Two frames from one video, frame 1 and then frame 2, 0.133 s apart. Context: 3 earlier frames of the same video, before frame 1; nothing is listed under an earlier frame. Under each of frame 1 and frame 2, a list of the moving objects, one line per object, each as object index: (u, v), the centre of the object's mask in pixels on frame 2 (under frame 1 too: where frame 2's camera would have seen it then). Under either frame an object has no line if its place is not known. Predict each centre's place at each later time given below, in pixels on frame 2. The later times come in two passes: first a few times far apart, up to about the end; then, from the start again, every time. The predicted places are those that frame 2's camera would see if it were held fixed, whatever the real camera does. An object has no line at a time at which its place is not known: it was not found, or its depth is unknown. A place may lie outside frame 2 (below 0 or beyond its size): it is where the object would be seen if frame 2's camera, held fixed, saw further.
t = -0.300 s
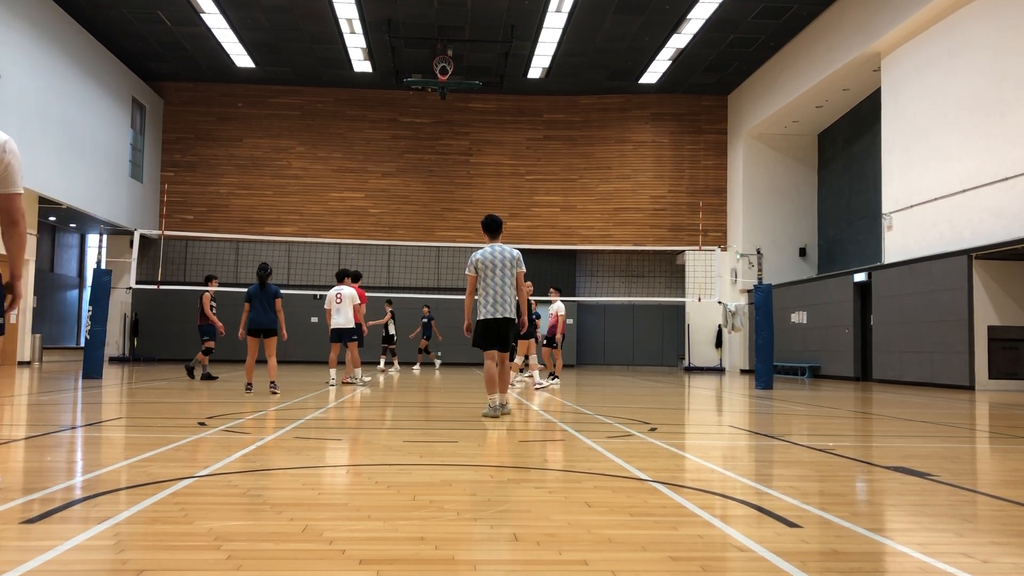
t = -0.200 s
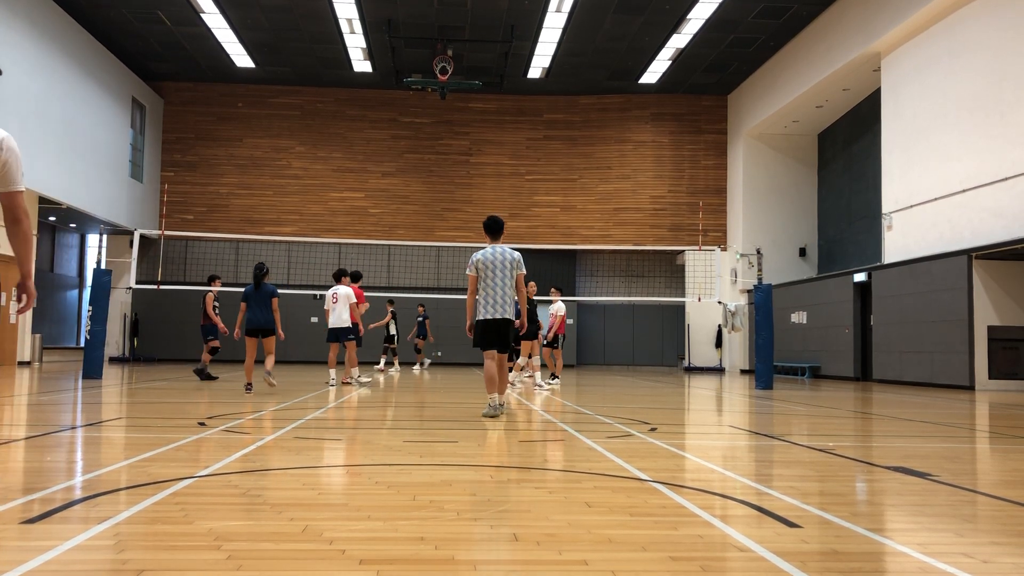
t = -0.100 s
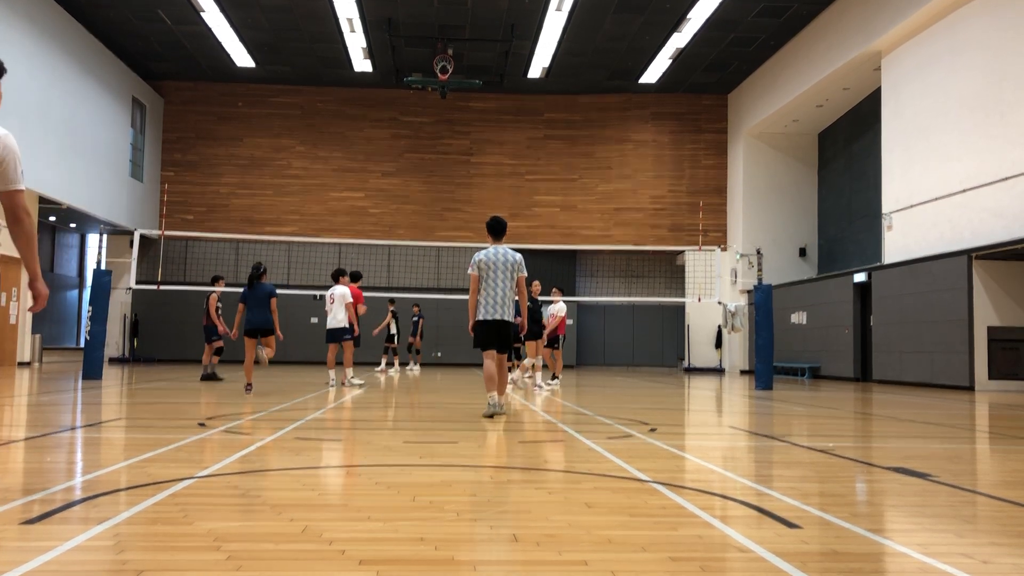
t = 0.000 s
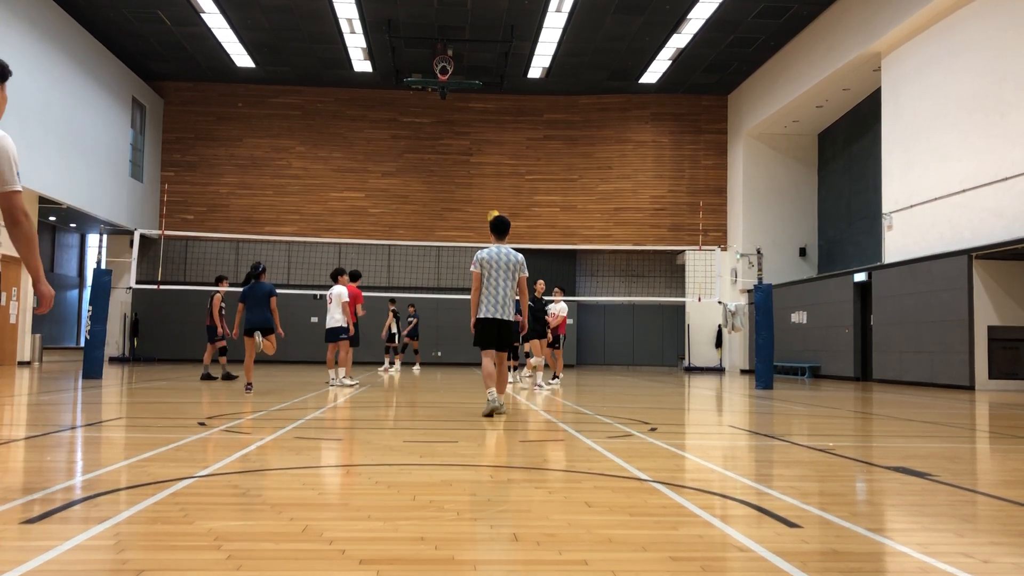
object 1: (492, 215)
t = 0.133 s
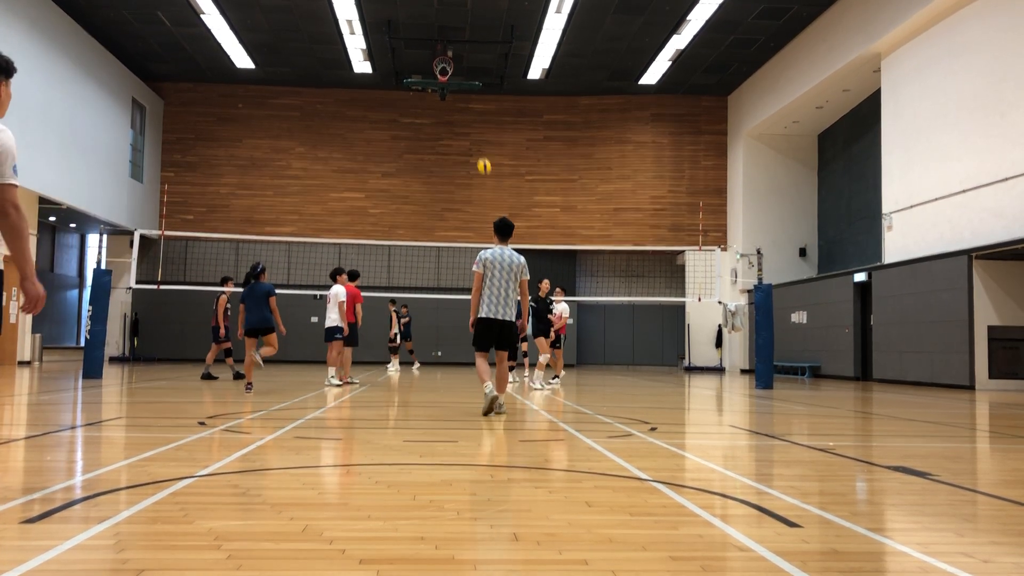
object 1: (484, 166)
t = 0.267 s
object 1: (472, 115)
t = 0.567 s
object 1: (440, 21)
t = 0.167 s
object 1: (481, 153)
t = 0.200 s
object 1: (478, 140)
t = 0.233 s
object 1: (475, 127)
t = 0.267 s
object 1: (472, 115)
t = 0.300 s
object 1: (469, 104)
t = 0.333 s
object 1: (466, 92)
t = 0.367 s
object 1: (462, 81)
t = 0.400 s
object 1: (459, 70)
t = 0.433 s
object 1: (456, 60)
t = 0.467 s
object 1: (452, 49)
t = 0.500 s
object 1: (448, 40)
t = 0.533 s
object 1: (444, 30)
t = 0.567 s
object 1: (440, 21)
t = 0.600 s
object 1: (436, 12)
